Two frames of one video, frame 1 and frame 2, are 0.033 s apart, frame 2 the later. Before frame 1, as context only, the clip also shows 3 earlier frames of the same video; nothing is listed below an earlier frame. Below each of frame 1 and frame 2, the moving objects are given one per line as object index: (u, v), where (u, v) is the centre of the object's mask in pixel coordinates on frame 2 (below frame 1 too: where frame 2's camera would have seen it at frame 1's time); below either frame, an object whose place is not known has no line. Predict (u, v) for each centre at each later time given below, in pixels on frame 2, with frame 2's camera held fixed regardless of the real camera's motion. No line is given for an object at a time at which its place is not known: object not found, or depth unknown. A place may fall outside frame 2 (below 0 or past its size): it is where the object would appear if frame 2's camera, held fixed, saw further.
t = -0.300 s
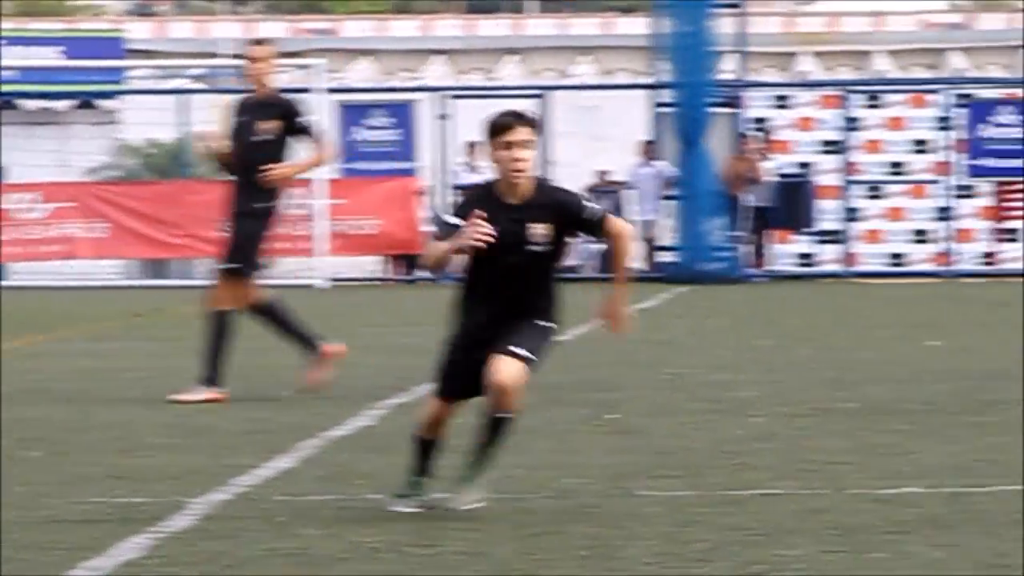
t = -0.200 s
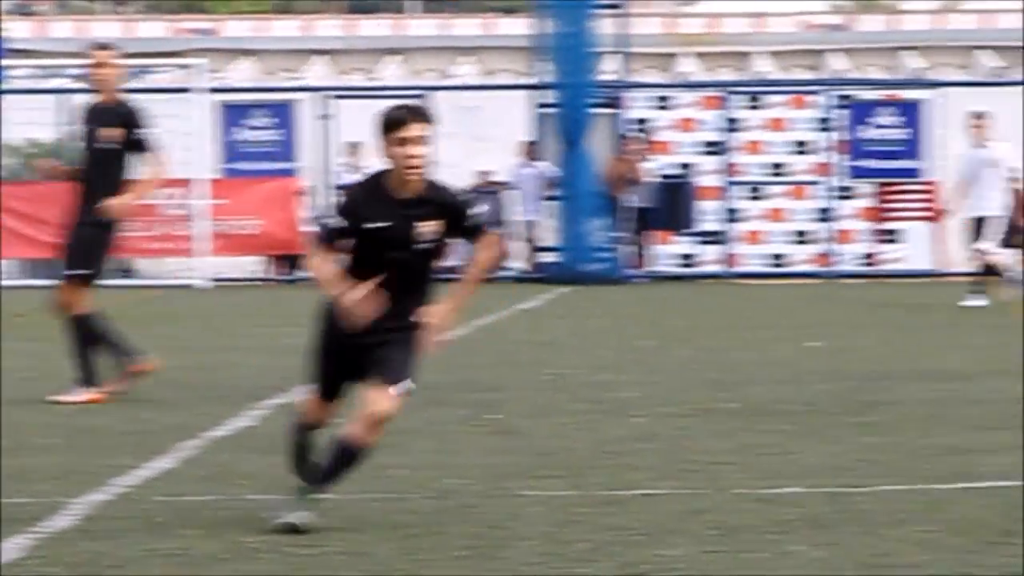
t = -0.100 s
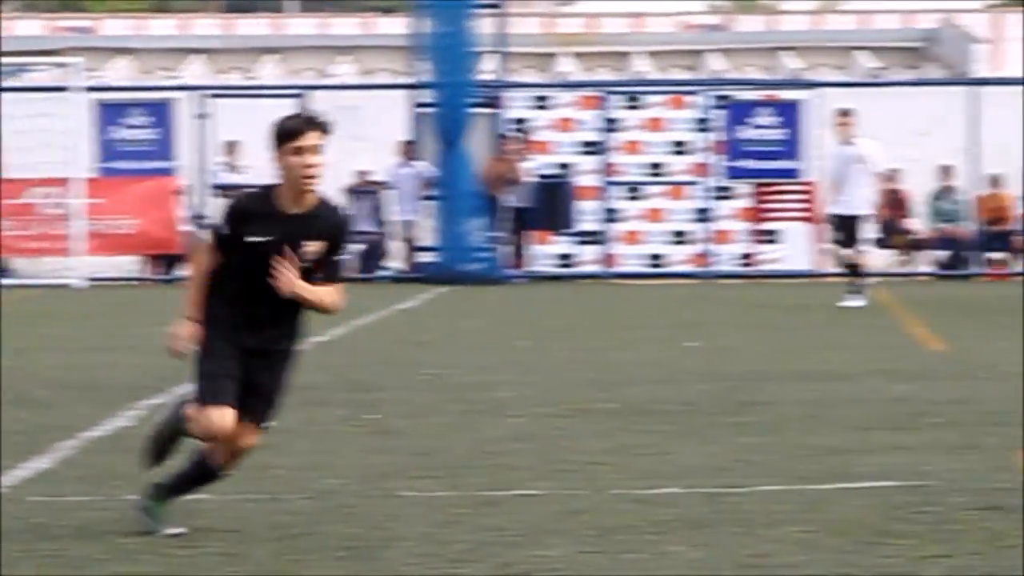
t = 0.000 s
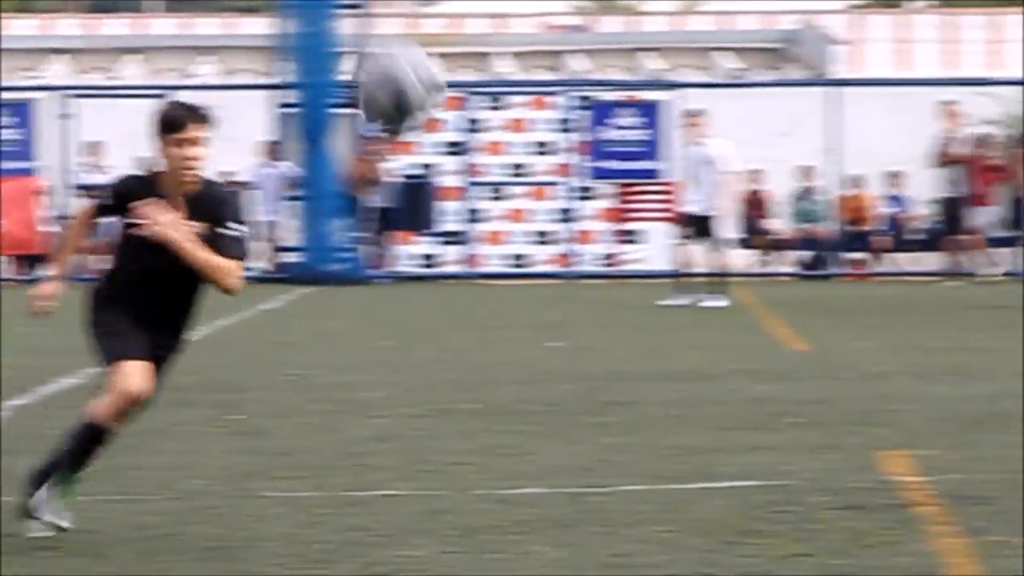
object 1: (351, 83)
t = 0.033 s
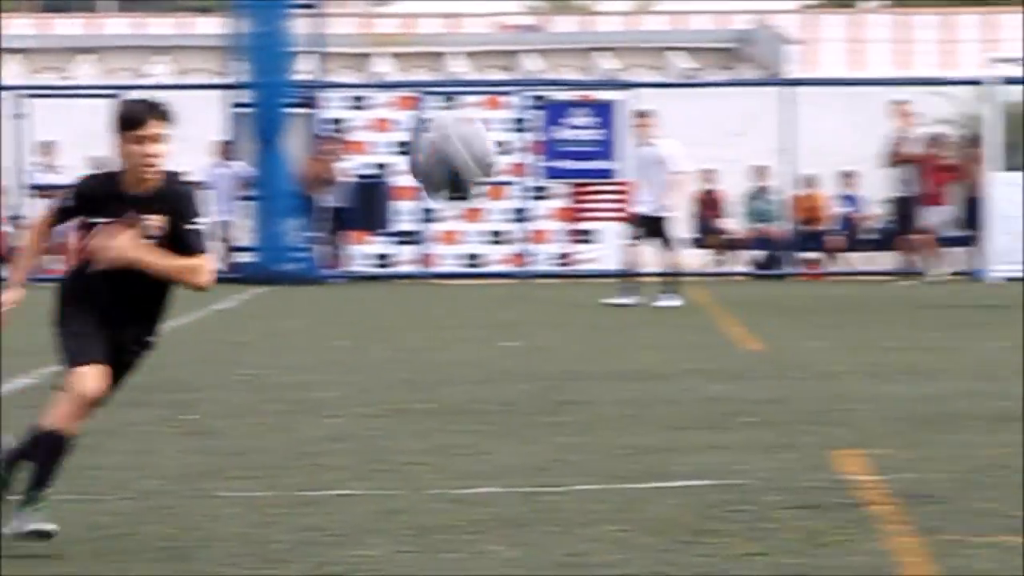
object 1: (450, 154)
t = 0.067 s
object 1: (554, 228)
